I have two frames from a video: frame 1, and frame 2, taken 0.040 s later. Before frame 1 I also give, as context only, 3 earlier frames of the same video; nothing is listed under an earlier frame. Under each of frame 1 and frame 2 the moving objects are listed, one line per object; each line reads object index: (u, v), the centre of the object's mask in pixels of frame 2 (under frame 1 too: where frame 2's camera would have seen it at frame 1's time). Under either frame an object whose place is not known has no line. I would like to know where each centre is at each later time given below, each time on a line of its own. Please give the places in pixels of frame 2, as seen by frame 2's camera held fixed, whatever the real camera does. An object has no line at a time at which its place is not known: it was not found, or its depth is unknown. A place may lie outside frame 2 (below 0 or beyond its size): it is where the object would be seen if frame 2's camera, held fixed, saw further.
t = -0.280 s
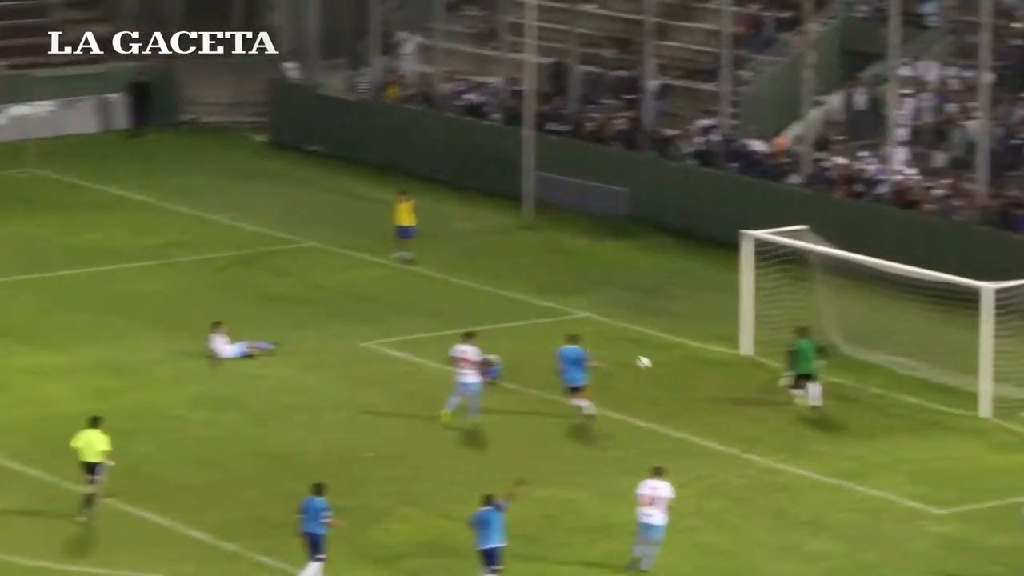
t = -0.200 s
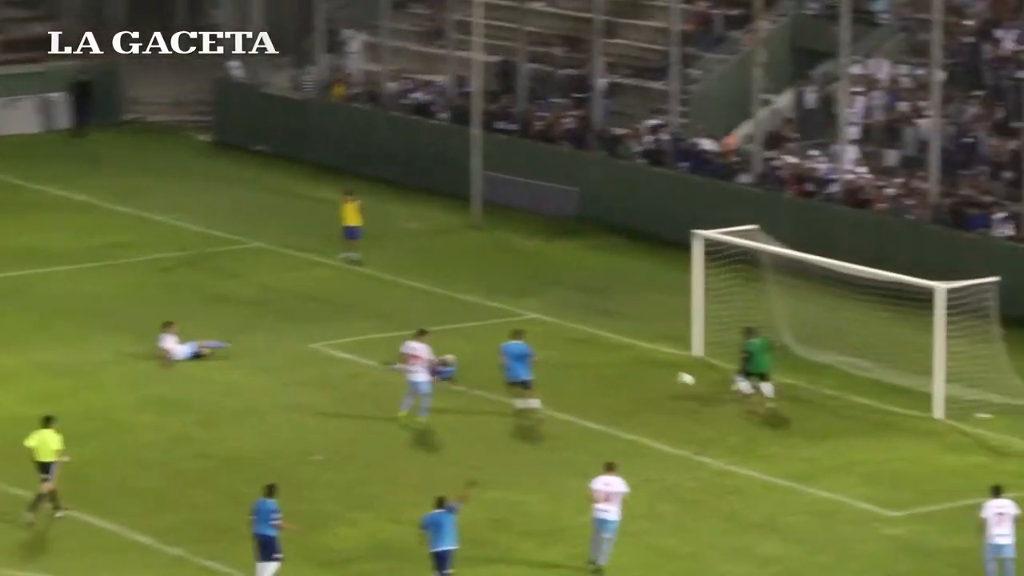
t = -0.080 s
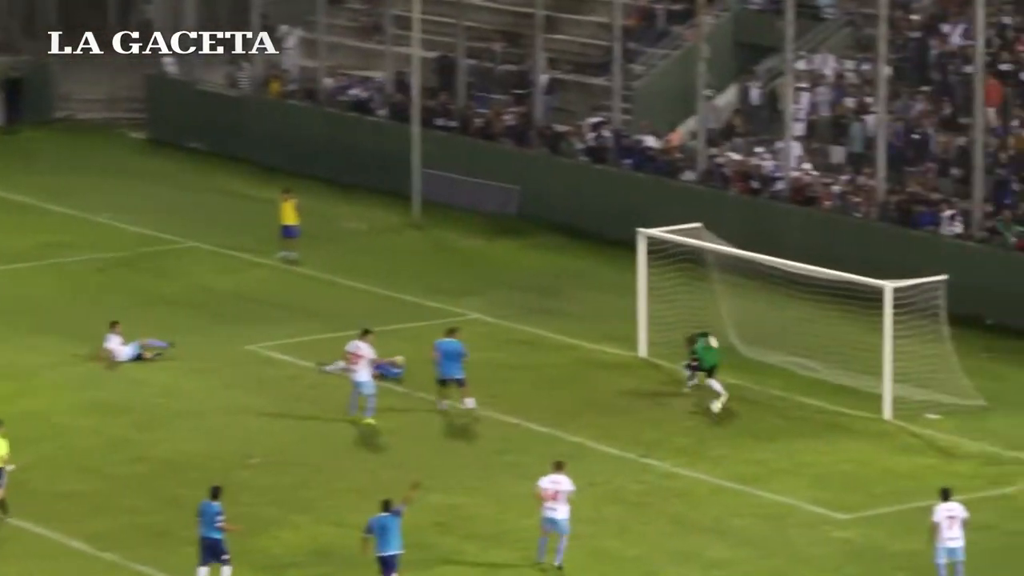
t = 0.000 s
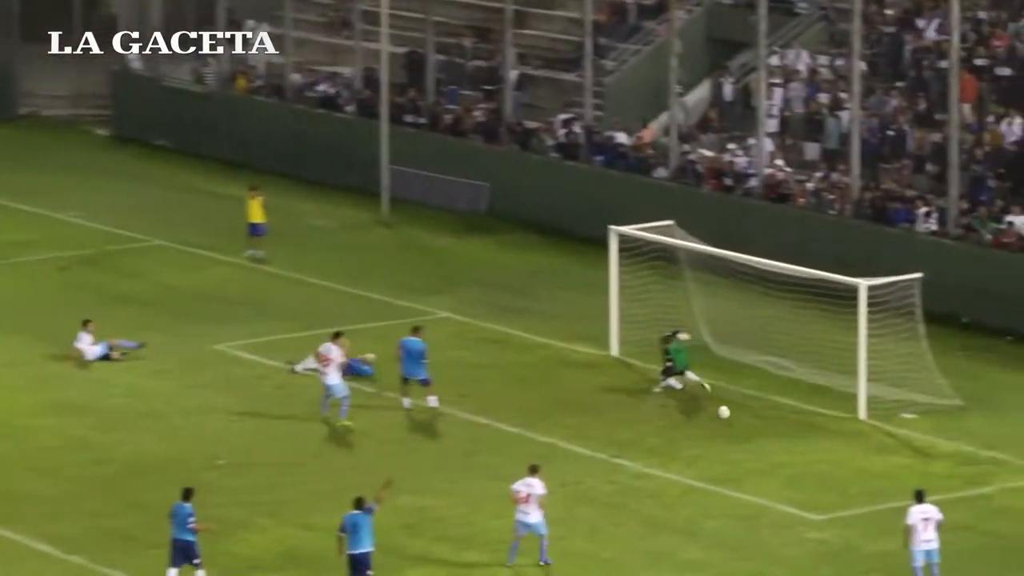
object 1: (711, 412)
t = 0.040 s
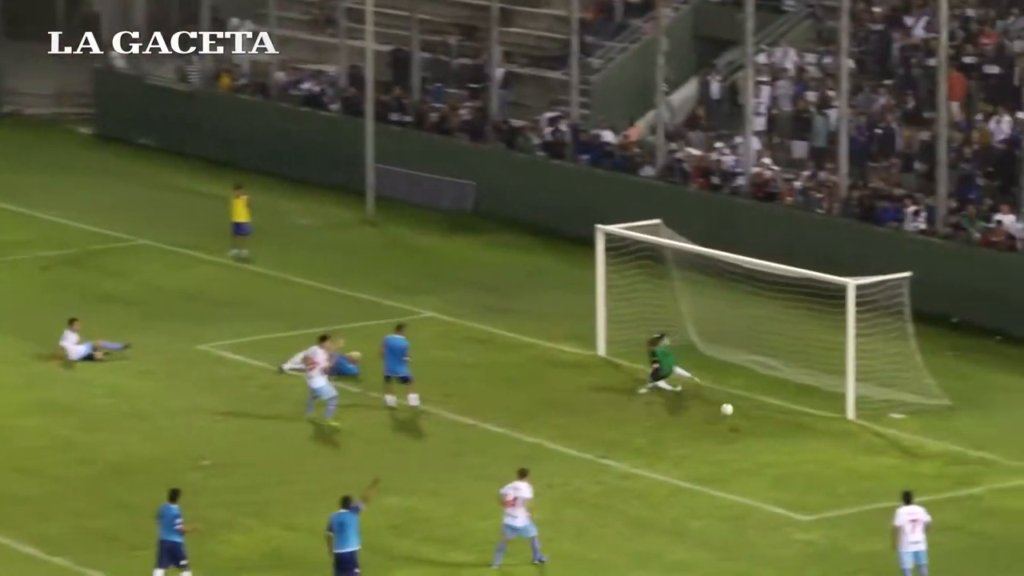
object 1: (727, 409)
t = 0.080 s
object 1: (742, 407)
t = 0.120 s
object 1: (758, 406)
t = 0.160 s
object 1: (773, 406)
